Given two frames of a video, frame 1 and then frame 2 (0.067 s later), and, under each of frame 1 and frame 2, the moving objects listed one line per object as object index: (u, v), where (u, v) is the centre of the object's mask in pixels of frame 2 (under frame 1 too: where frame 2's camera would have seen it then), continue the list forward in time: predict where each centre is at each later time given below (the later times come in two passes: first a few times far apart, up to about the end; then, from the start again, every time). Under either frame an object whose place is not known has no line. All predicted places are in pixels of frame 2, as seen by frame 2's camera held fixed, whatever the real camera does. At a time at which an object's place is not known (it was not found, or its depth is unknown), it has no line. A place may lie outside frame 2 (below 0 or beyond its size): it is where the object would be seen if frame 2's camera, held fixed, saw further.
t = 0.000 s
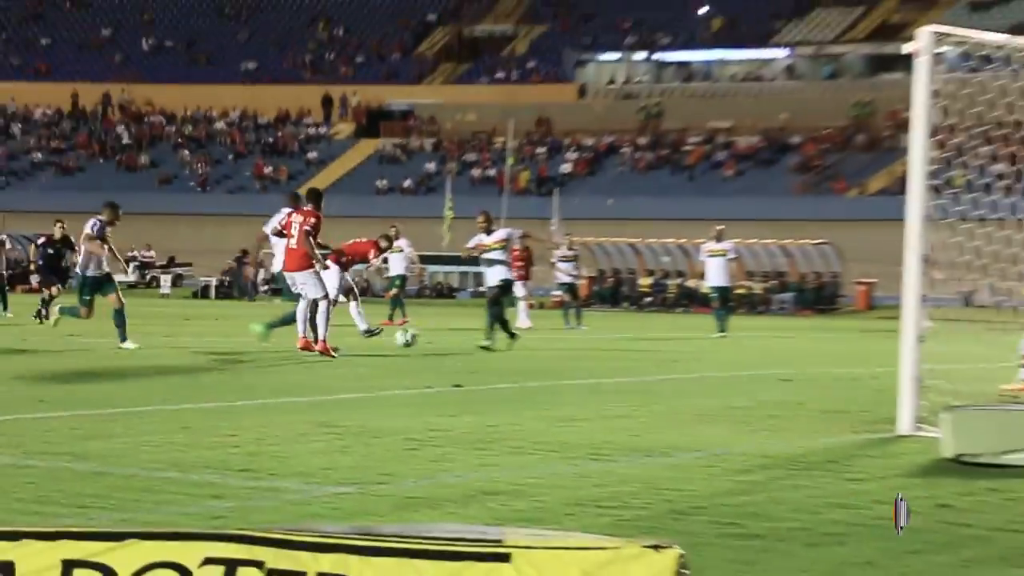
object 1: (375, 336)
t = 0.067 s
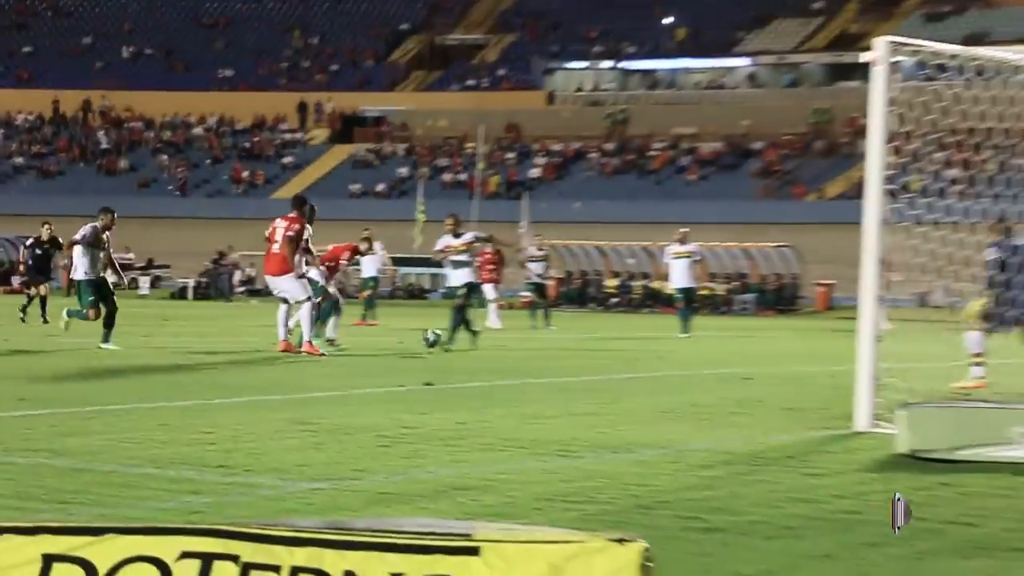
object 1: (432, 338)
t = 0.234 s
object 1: (567, 356)
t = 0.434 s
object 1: (742, 366)
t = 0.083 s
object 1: (447, 341)
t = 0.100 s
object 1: (458, 341)
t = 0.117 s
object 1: (472, 342)
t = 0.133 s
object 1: (487, 342)
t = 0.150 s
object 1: (499, 343)
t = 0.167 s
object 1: (512, 345)
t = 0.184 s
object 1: (526, 348)
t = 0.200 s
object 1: (540, 350)
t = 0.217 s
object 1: (553, 352)
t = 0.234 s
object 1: (567, 356)
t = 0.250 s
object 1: (581, 359)
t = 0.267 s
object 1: (595, 360)
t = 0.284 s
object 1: (608, 360)
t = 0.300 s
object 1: (622, 360)
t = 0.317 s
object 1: (637, 359)
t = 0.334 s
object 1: (650, 359)
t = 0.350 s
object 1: (665, 360)
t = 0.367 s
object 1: (680, 360)
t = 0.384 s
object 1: (696, 361)
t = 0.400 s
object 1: (710, 362)
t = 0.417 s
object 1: (726, 364)
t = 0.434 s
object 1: (742, 366)
